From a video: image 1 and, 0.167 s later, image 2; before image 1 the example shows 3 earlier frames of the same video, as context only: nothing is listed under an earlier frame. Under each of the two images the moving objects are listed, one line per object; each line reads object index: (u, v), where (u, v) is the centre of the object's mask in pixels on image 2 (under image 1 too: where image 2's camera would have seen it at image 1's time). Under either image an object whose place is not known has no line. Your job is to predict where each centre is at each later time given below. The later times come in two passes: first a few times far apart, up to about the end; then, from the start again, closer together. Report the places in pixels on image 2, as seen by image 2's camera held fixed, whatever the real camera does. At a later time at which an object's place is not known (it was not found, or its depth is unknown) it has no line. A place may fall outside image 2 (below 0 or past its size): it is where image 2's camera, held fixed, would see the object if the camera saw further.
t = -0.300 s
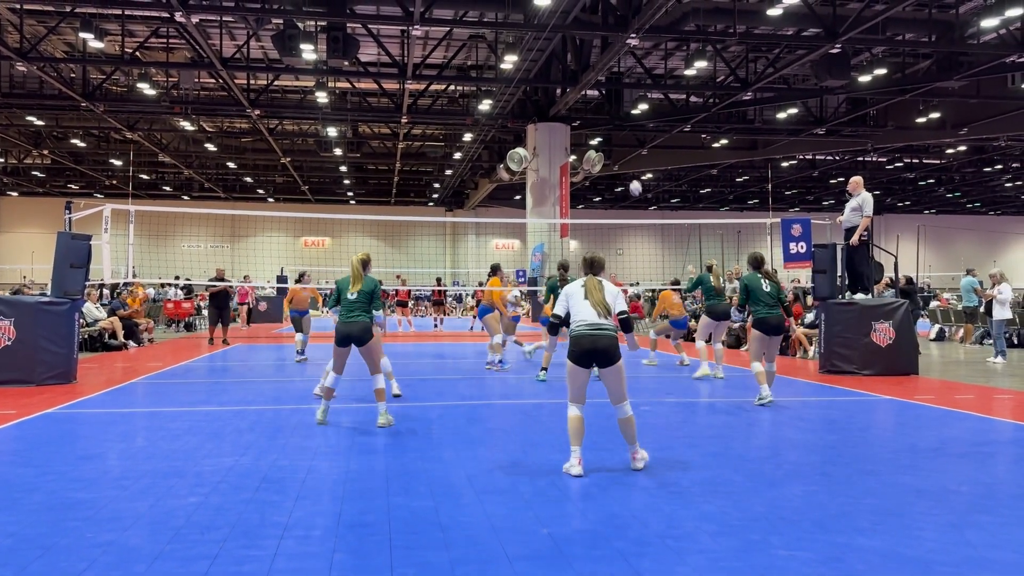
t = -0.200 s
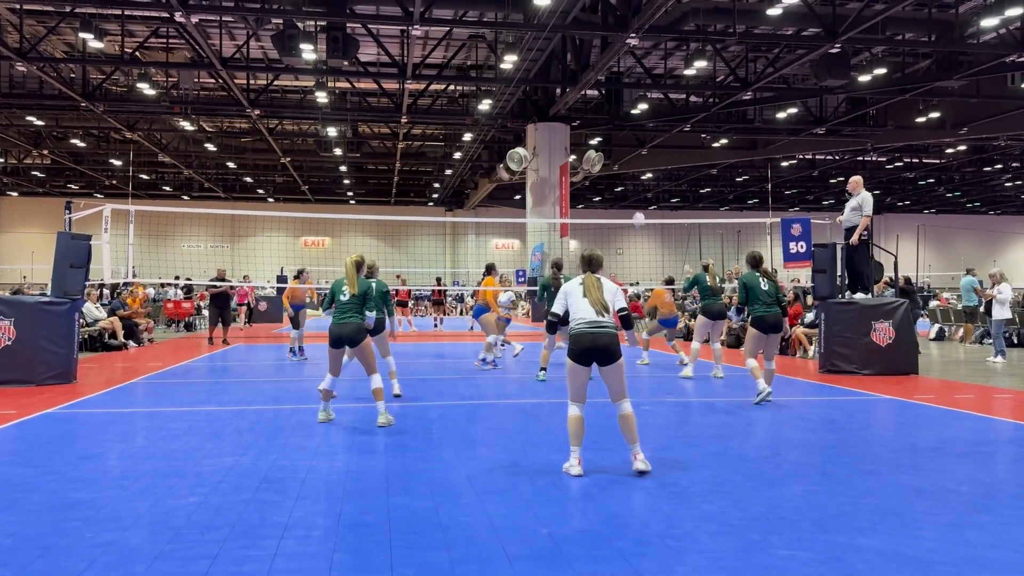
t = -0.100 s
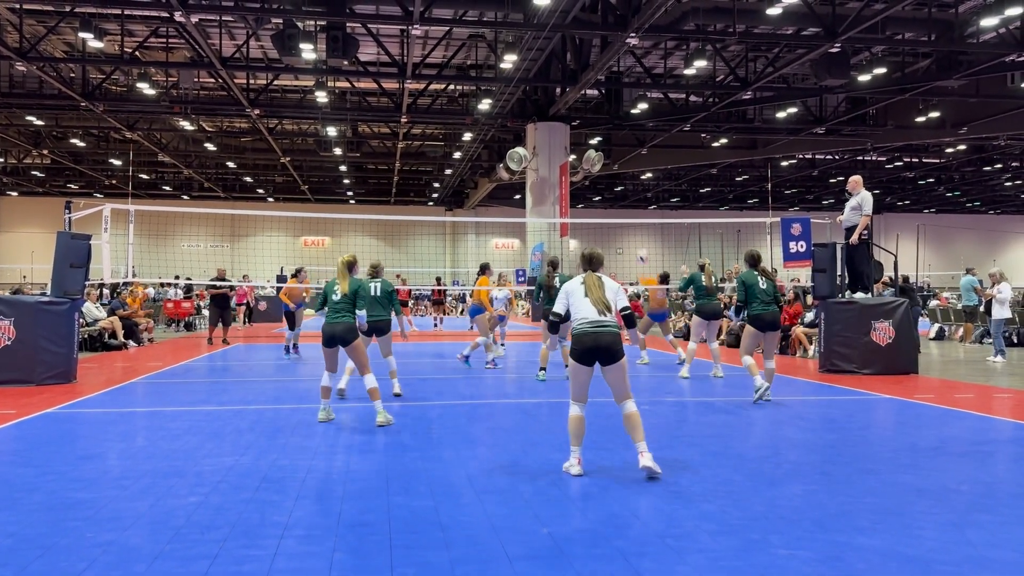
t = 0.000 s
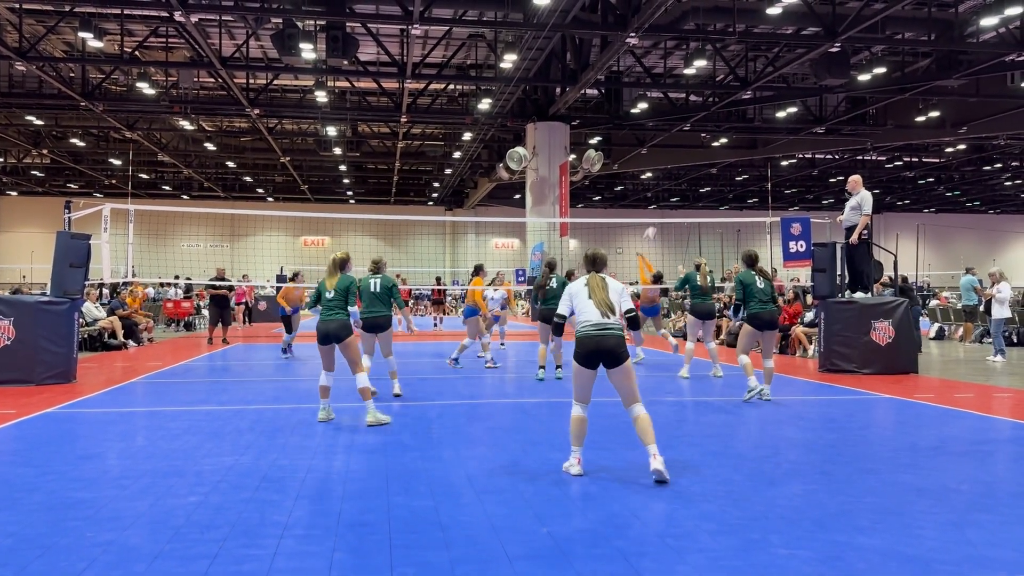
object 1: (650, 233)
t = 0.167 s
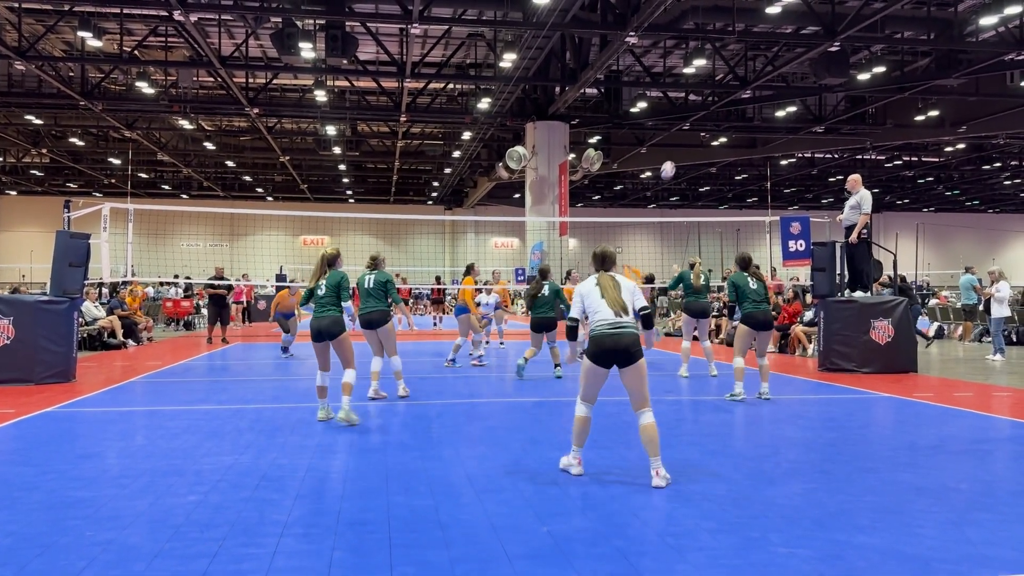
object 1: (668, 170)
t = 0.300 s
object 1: (685, 125)
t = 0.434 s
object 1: (705, 88)
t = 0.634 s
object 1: (742, 52)
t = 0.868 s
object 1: (796, 51)
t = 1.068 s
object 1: (860, 106)
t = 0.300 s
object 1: (685, 125)
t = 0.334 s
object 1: (690, 116)
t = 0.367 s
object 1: (695, 106)
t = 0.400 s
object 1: (700, 97)
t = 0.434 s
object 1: (705, 88)
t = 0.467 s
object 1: (710, 81)
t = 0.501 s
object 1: (717, 73)
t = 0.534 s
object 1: (722, 67)
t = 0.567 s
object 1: (728, 61)
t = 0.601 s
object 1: (735, 56)
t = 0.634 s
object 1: (742, 52)
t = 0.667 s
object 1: (748, 48)
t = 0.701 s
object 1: (756, 46)
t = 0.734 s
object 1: (763, 45)
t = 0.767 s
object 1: (770, 45)
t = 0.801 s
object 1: (779, 46)
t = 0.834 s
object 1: (787, 47)
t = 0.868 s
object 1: (796, 51)
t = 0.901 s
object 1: (805, 56)
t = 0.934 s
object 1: (815, 63)
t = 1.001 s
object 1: (836, 80)
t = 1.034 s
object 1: (848, 92)
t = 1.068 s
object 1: (860, 106)
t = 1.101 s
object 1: (872, 122)
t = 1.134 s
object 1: (885, 140)
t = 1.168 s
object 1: (900, 161)
